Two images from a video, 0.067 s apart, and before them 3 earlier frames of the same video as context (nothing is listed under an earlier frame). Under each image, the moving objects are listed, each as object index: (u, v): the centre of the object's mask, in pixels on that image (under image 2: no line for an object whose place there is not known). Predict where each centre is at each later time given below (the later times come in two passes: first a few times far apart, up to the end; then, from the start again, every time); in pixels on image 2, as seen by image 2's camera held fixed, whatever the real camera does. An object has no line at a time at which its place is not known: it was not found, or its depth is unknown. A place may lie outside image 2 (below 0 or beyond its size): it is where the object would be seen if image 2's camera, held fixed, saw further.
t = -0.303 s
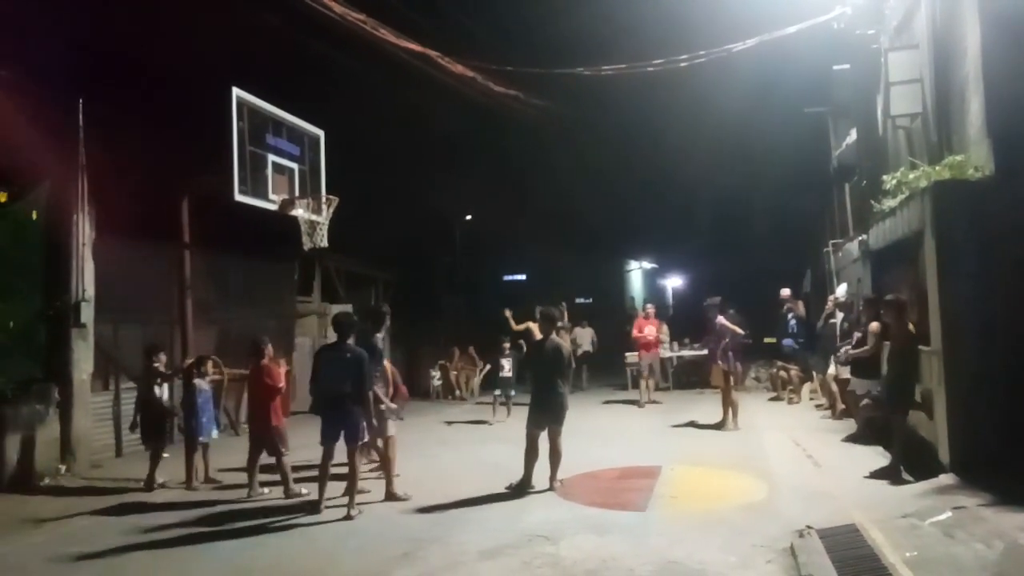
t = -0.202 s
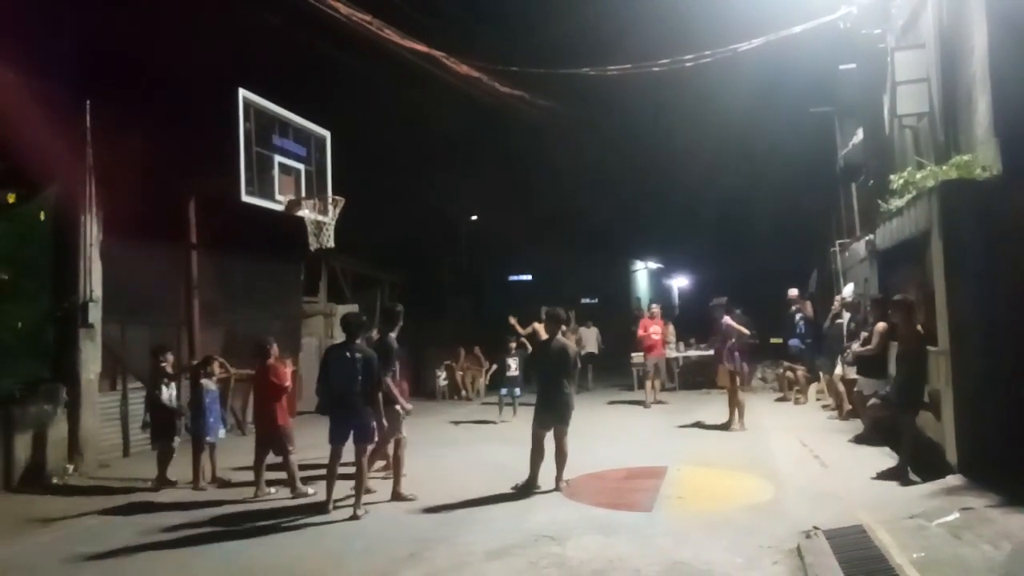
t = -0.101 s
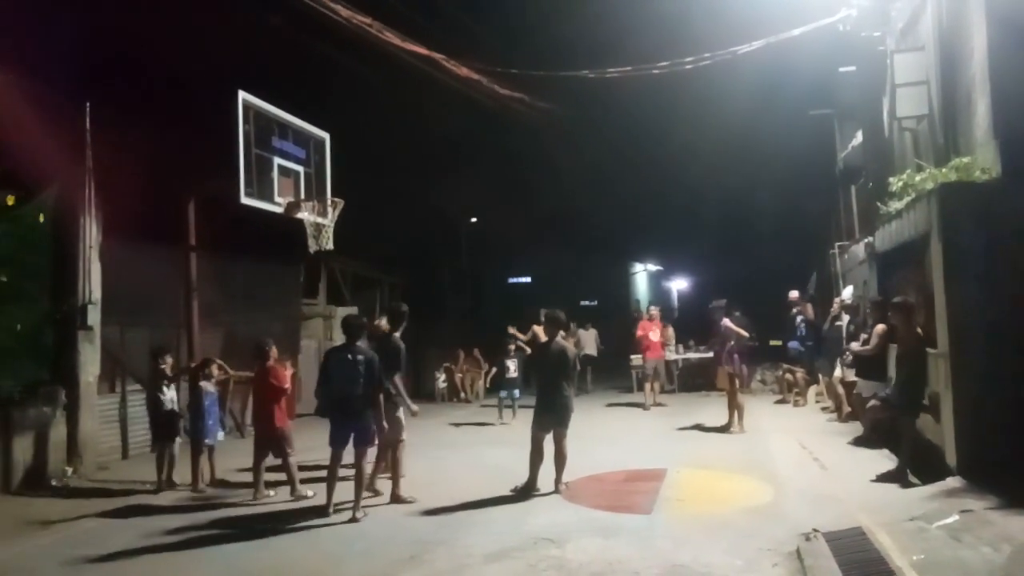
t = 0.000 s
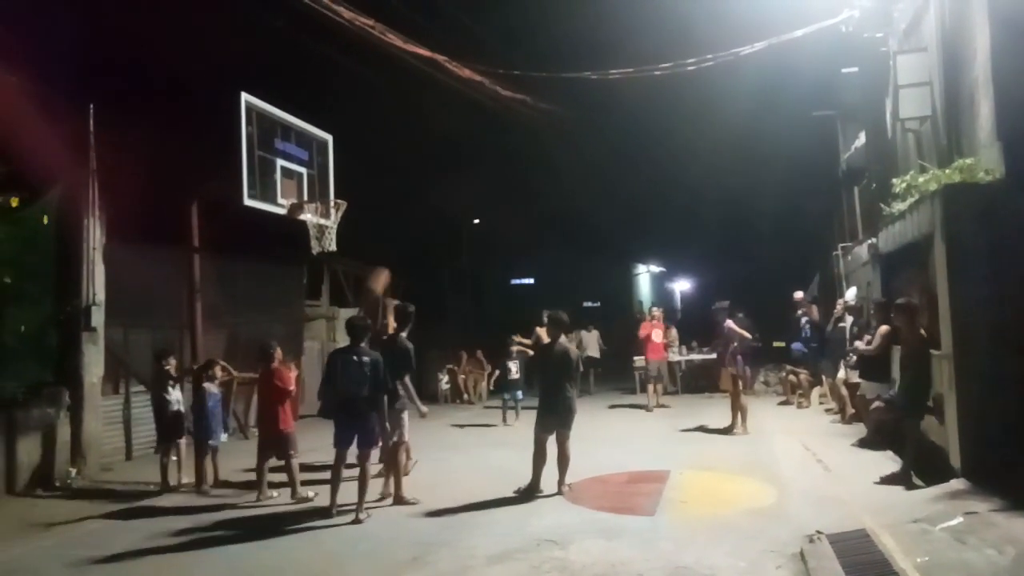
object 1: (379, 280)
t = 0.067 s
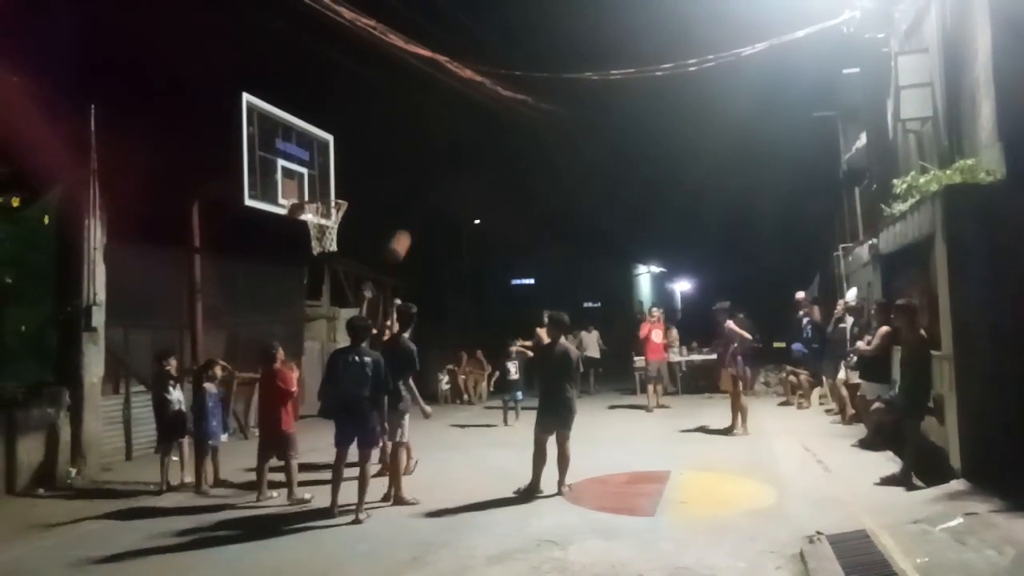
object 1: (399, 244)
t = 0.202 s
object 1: (438, 187)
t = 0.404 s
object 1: (486, 139)
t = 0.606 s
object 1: (525, 126)
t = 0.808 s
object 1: (560, 140)
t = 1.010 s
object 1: (591, 176)
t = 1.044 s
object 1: (595, 184)
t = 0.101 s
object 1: (409, 227)
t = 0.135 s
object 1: (419, 213)
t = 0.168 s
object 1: (430, 199)
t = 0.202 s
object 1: (438, 187)
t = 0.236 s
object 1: (447, 176)
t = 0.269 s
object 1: (455, 166)
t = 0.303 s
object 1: (463, 158)
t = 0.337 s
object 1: (471, 150)
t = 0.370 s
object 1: (479, 144)
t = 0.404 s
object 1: (486, 139)
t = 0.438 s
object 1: (493, 135)
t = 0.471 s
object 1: (500, 132)
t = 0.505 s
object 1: (506, 129)
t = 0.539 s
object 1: (512, 128)
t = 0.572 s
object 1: (519, 127)
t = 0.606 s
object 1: (525, 126)
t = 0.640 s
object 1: (532, 127)
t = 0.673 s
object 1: (537, 128)
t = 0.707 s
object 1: (543, 131)
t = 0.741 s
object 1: (548, 133)
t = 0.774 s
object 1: (554, 136)
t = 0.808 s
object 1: (560, 140)
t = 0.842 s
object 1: (565, 145)
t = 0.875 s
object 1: (570, 150)
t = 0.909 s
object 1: (576, 156)
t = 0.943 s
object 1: (580, 162)
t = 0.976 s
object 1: (586, 169)
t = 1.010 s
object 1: (591, 176)
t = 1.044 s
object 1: (595, 184)
